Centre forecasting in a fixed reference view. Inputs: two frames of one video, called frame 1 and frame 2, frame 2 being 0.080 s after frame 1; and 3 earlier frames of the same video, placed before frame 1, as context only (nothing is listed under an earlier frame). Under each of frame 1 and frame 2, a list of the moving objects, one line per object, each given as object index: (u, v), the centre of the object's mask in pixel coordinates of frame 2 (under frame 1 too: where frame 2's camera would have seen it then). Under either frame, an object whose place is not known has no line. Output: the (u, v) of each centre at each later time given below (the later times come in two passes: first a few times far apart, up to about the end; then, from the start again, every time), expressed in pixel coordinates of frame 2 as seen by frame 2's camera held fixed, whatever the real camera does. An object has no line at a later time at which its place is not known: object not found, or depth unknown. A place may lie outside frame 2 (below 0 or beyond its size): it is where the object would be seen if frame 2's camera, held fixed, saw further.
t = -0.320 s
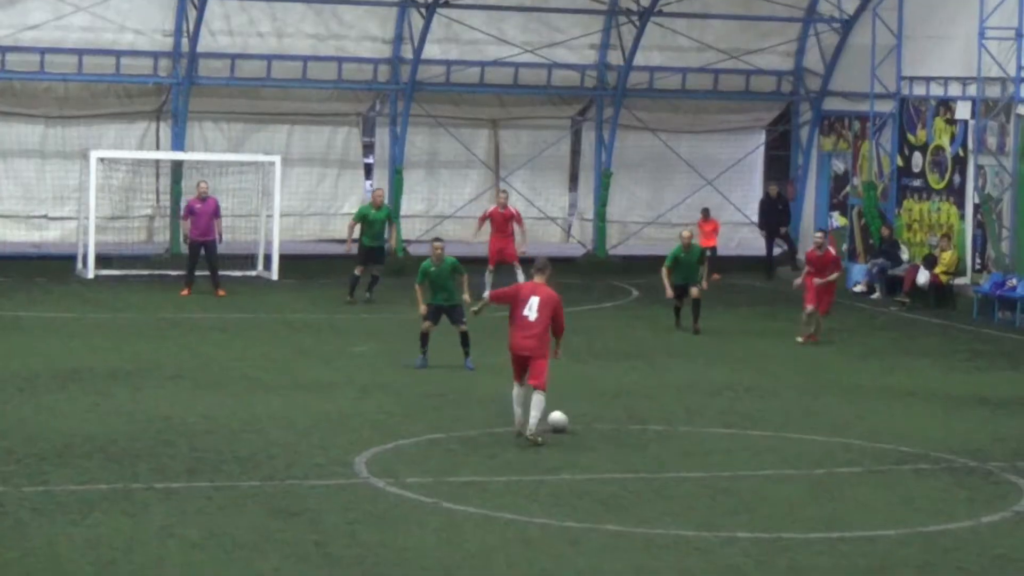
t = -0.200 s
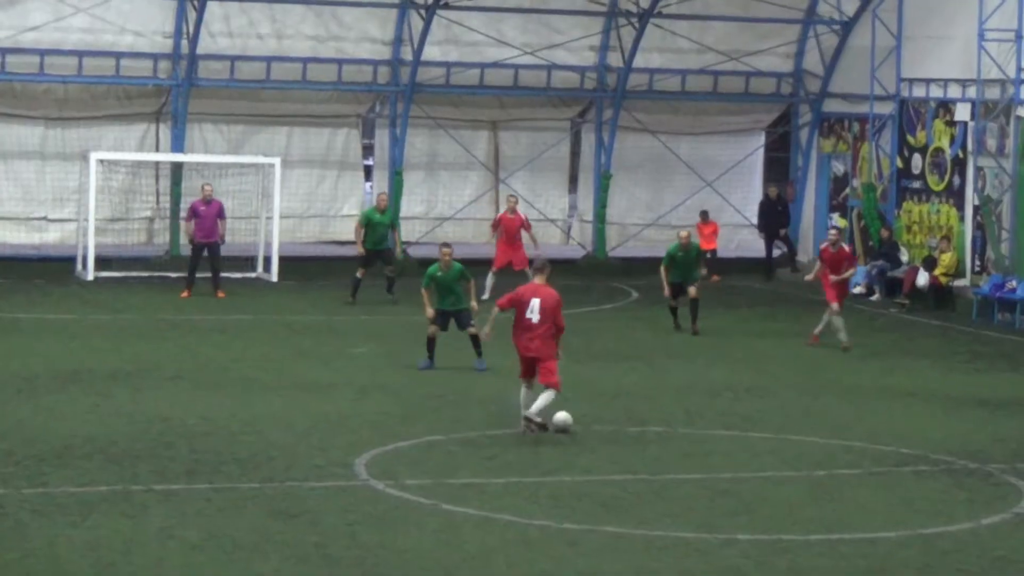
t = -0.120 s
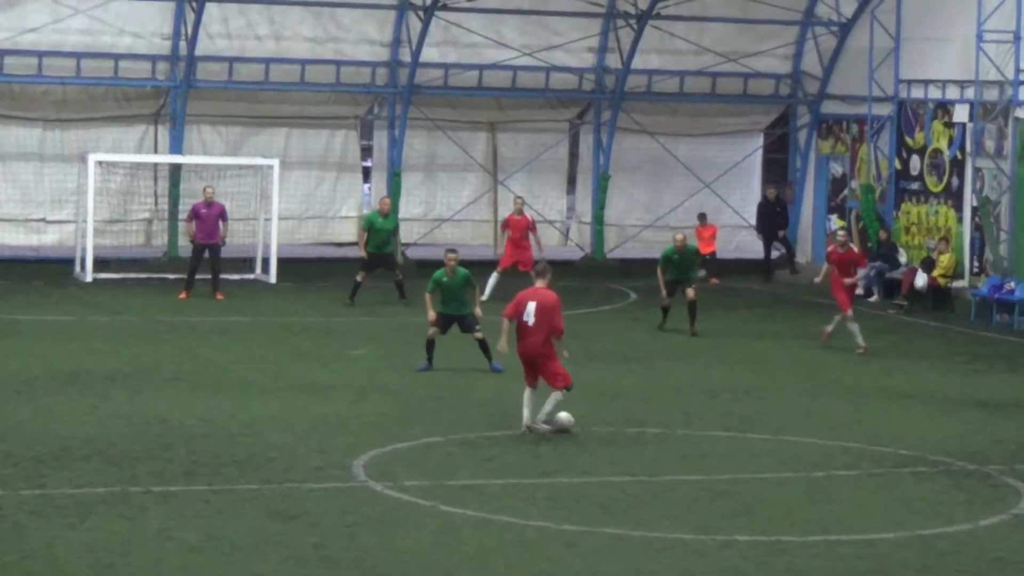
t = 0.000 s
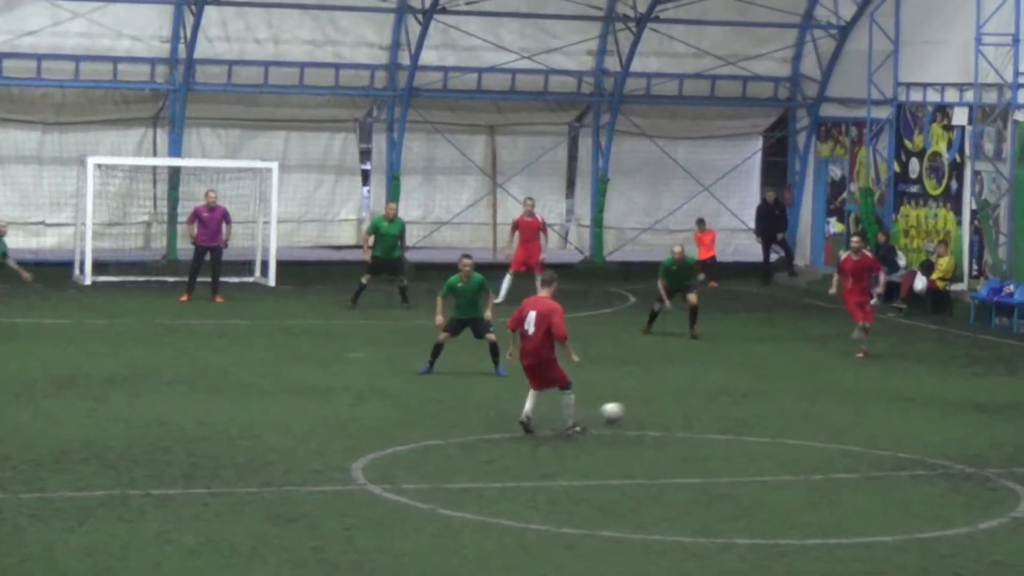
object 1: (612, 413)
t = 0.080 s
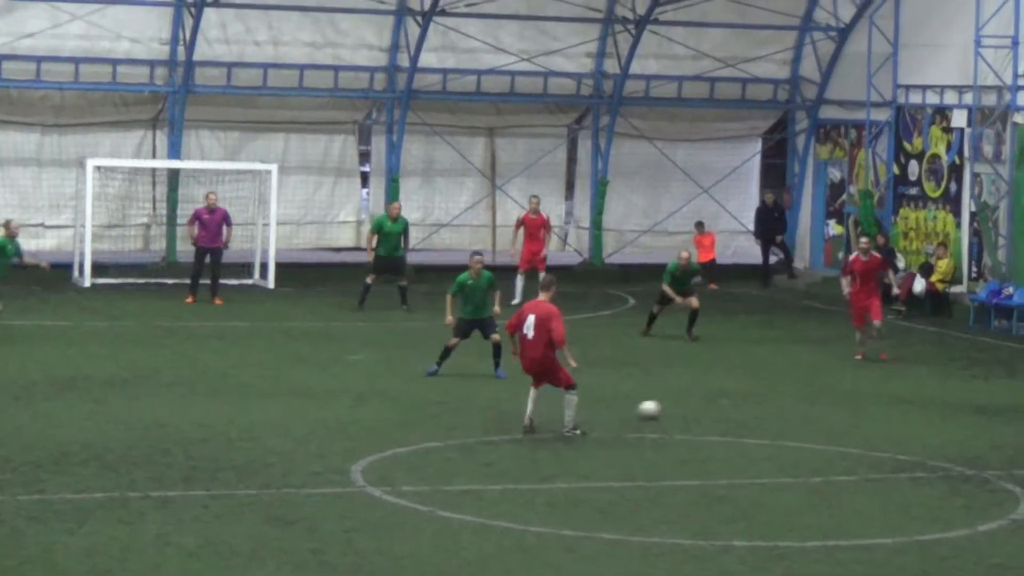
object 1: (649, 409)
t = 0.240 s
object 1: (708, 396)
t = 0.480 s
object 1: (768, 382)
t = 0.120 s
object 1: (665, 404)
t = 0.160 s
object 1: (680, 400)
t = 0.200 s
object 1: (694, 399)
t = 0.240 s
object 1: (708, 396)
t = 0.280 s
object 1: (720, 392)
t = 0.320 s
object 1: (731, 389)
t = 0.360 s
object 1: (742, 388)
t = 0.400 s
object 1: (752, 386)
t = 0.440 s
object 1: (760, 383)
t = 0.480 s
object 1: (768, 382)
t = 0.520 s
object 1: (776, 380)
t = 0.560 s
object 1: (784, 378)
